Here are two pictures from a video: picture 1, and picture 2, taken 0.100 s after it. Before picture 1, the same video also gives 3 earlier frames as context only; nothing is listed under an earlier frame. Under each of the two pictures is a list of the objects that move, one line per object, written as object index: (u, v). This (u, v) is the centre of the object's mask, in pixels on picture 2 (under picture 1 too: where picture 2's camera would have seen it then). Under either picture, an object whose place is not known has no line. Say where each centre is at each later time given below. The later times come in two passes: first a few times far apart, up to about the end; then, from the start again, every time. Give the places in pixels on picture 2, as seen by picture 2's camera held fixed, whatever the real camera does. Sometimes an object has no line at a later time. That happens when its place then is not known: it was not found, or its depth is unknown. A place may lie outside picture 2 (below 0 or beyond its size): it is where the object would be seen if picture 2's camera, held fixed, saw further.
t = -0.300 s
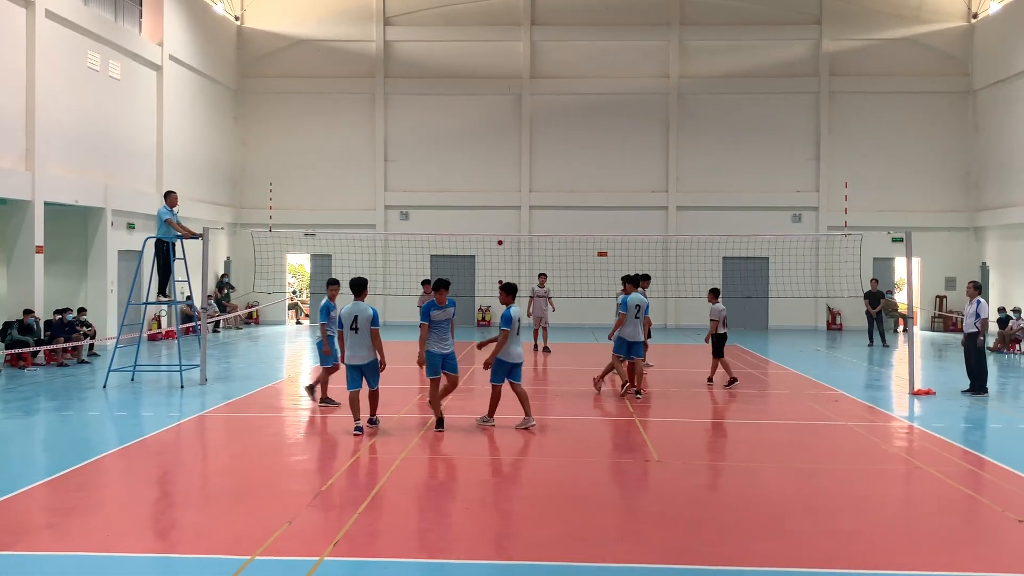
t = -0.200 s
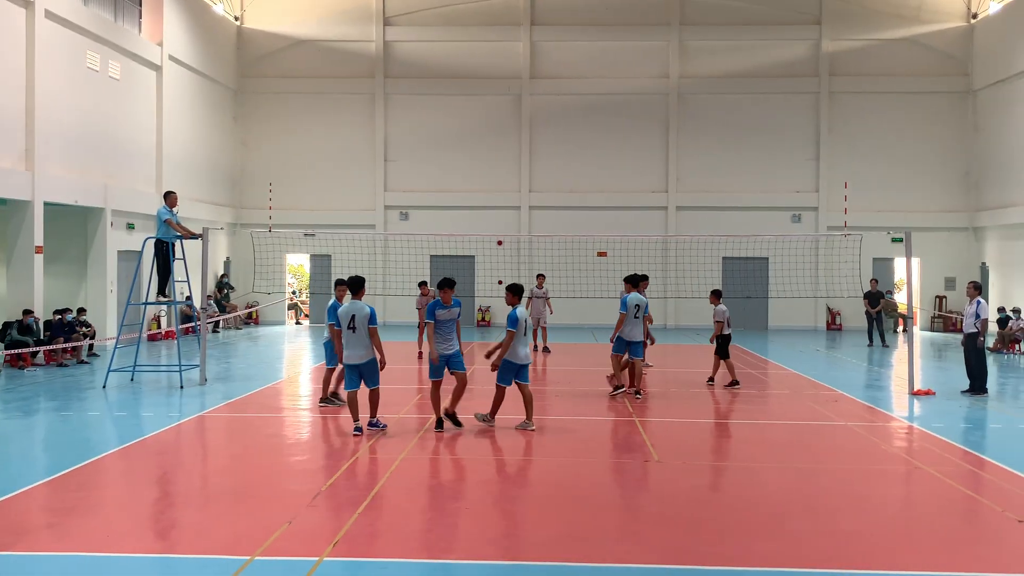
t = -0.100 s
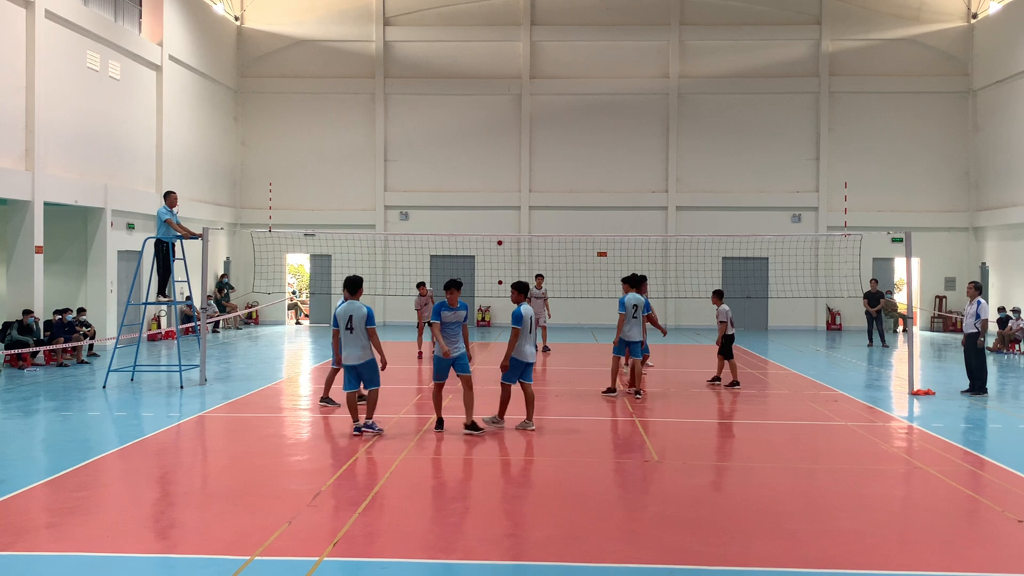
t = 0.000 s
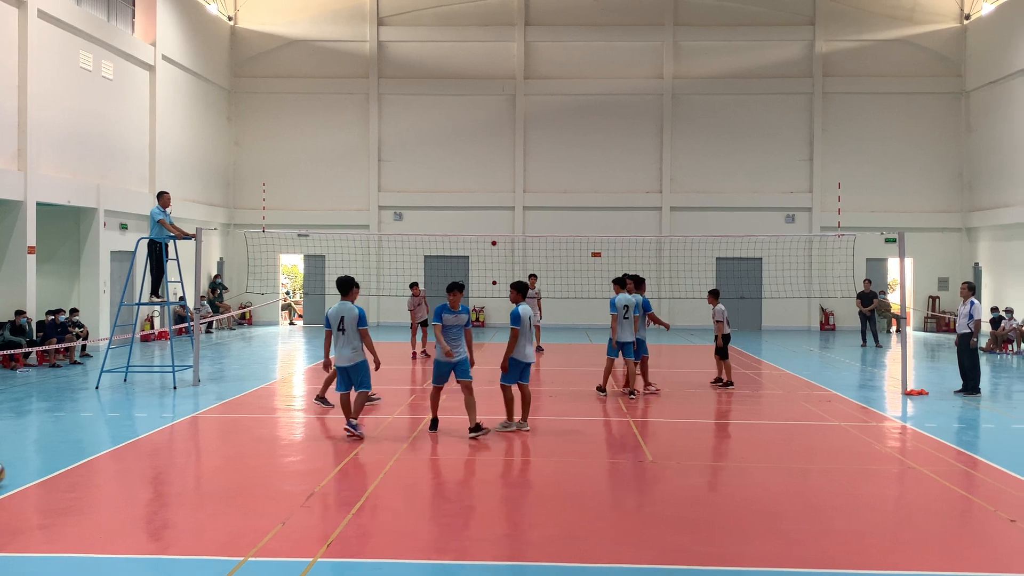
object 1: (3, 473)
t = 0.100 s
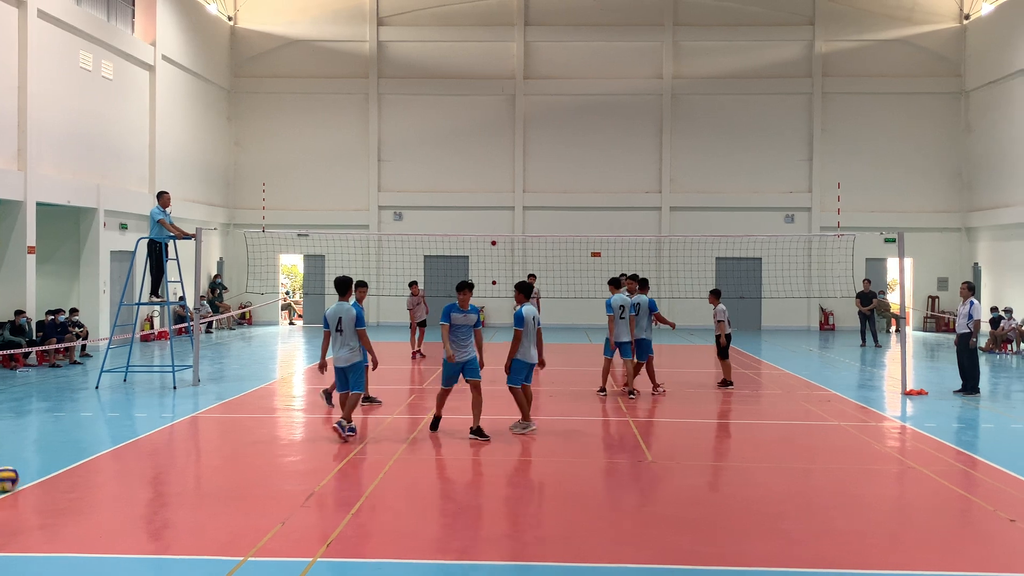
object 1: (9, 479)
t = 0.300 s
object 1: (35, 486)
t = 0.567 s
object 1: (75, 496)
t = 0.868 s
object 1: (122, 508)
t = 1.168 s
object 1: (173, 522)
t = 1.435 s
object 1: (220, 535)
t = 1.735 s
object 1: (279, 552)
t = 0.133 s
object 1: (12, 479)
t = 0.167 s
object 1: (15, 480)
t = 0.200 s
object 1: (20, 483)
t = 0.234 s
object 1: (24, 483)
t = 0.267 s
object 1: (29, 484)
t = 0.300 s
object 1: (35, 486)
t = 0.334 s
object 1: (40, 487)
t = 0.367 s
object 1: (44, 489)
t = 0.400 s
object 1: (50, 489)
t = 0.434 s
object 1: (55, 490)
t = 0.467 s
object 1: (59, 492)
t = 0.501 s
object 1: (64, 493)
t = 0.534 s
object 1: (70, 494)
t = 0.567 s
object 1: (75, 496)
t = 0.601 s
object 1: (81, 497)
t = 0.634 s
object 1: (85, 499)
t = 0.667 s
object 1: (90, 499)
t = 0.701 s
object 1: (96, 500)
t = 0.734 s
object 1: (101, 502)
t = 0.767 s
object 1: (106, 504)
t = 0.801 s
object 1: (112, 505)
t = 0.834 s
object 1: (117, 506)
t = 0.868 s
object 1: (122, 508)
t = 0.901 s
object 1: (128, 510)
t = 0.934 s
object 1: (132, 511)
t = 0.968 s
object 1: (138, 512)
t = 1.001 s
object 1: (144, 513)
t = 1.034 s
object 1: (150, 515)
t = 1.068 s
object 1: (155, 517)
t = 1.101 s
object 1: (161, 518)
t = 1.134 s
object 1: (167, 520)
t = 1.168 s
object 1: (173, 522)
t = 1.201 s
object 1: (179, 524)
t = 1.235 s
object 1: (184, 525)
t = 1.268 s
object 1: (190, 527)
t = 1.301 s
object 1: (196, 528)
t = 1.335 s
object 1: (202, 530)
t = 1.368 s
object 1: (208, 532)
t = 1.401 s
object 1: (214, 534)
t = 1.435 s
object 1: (220, 535)
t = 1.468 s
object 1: (226, 537)
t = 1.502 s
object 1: (233, 540)
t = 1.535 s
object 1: (240, 542)
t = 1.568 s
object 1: (245, 543)
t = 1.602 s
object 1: (252, 545)
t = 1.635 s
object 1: (259, 547)
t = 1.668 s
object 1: (265, 549)
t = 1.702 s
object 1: (272, 551)
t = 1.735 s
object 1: (279, 552)
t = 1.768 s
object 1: (285, 554)
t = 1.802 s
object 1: (293, 557)
